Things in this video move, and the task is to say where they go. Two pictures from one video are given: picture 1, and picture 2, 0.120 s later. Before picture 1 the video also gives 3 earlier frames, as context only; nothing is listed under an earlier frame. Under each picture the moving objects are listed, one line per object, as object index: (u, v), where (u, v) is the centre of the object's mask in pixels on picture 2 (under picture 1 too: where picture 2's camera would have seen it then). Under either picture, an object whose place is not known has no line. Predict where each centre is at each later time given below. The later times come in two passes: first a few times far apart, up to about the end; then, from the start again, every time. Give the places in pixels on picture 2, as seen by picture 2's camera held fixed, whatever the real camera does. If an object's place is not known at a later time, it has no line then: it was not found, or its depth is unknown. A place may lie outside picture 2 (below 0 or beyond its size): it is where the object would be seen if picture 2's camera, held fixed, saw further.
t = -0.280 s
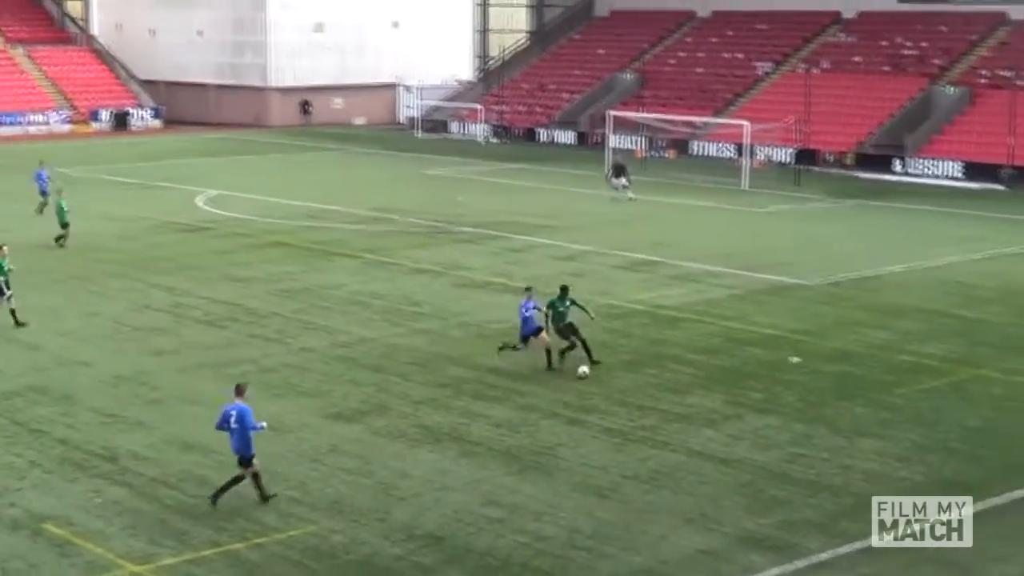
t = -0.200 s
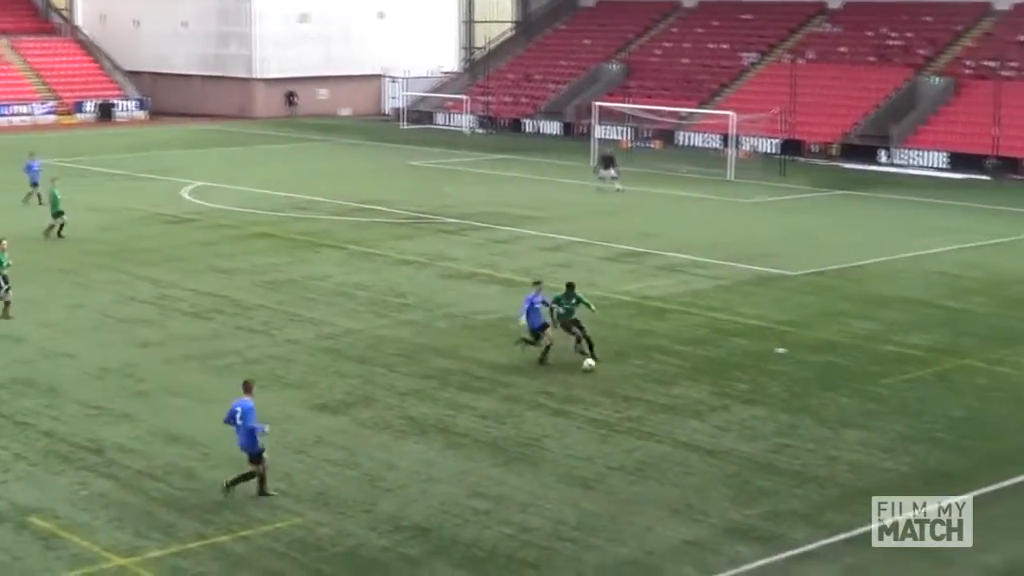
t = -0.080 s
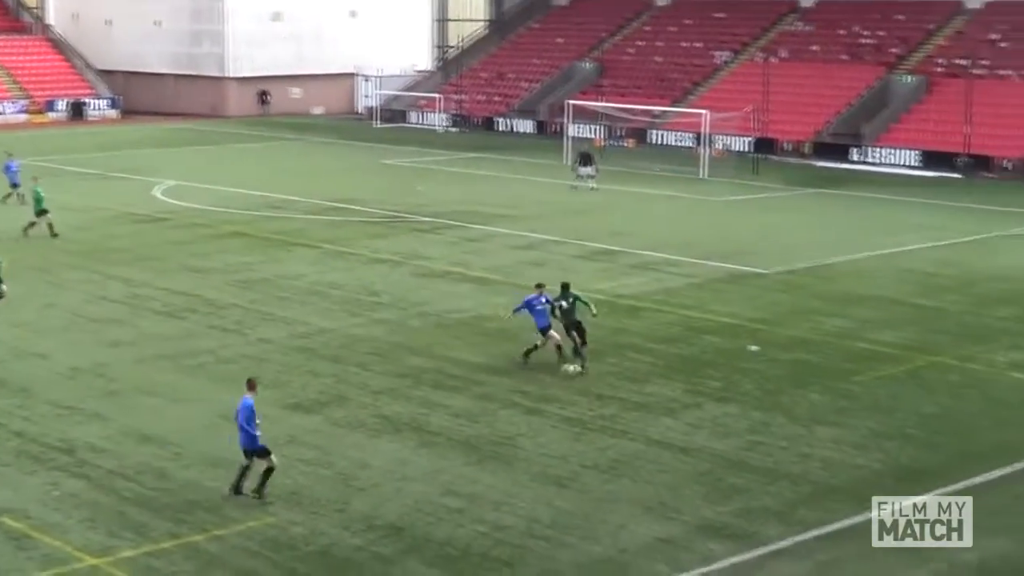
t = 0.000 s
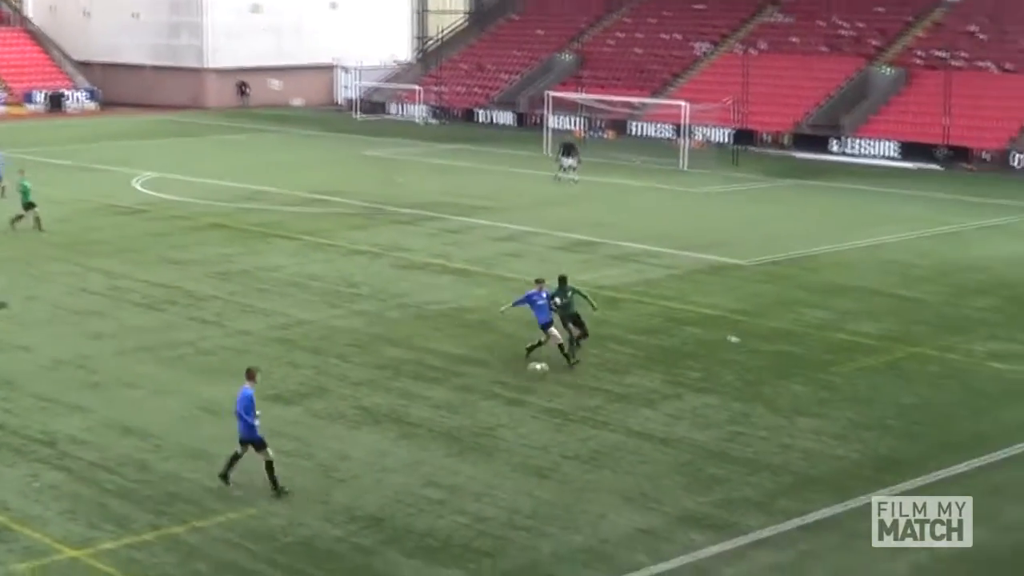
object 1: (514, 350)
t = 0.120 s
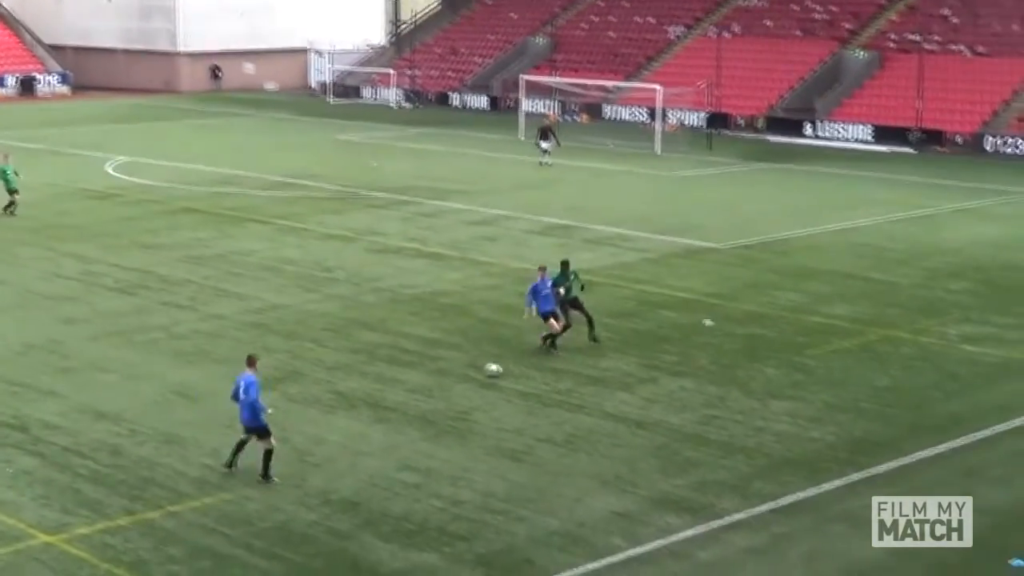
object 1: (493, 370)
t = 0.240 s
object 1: (478, 375)
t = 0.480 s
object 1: (446, 404)
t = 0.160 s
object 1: (488, 370)
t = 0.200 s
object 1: (483, 371)
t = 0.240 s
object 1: (478, 375)
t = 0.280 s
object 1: (473, 379)
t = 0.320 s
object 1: (468, 384)
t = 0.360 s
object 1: (462, 390)
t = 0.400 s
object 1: (457, 399)
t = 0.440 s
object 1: (452, 401)
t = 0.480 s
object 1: (446, 404)
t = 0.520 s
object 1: (441, 407)
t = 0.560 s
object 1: (435, 412)
